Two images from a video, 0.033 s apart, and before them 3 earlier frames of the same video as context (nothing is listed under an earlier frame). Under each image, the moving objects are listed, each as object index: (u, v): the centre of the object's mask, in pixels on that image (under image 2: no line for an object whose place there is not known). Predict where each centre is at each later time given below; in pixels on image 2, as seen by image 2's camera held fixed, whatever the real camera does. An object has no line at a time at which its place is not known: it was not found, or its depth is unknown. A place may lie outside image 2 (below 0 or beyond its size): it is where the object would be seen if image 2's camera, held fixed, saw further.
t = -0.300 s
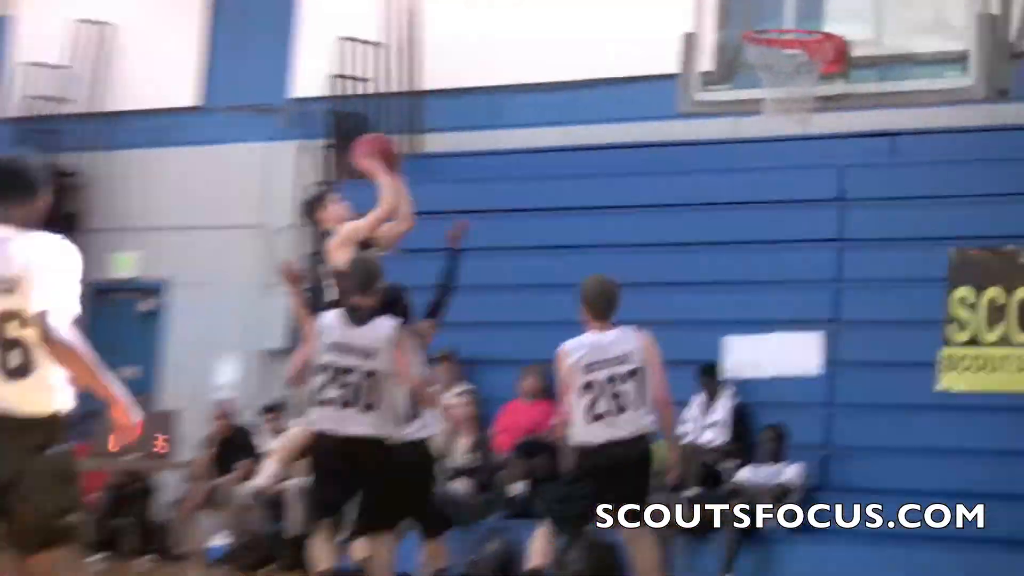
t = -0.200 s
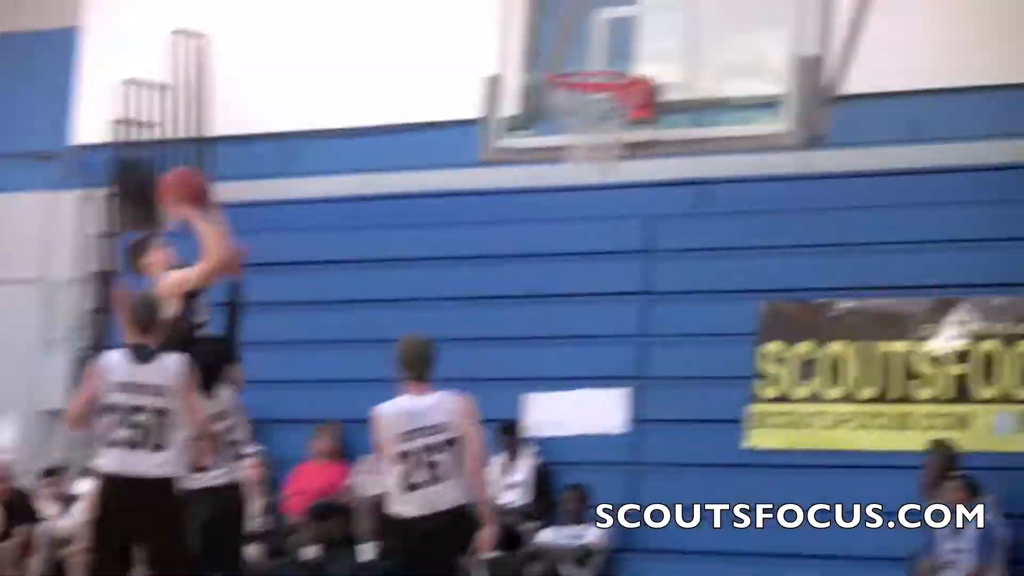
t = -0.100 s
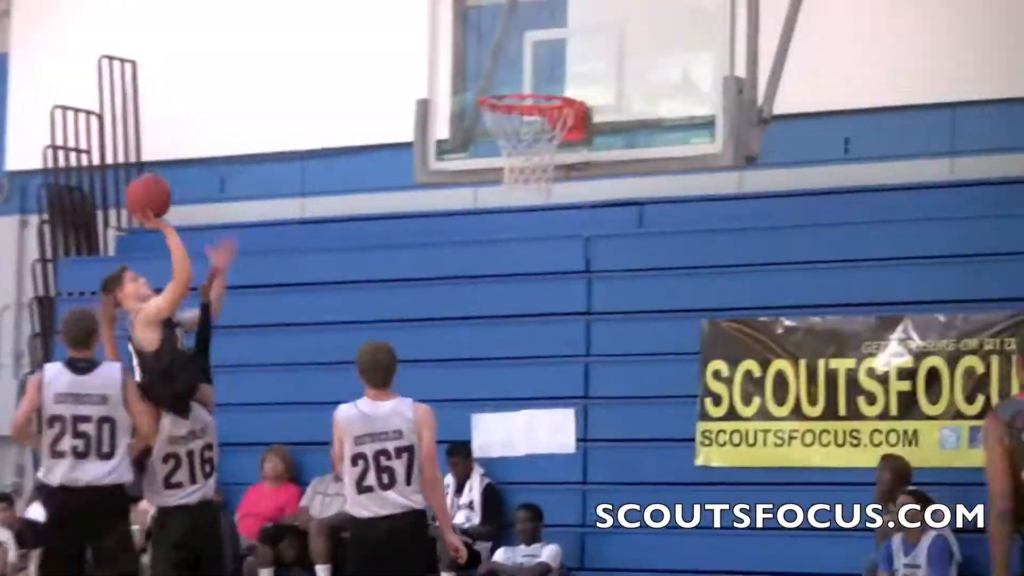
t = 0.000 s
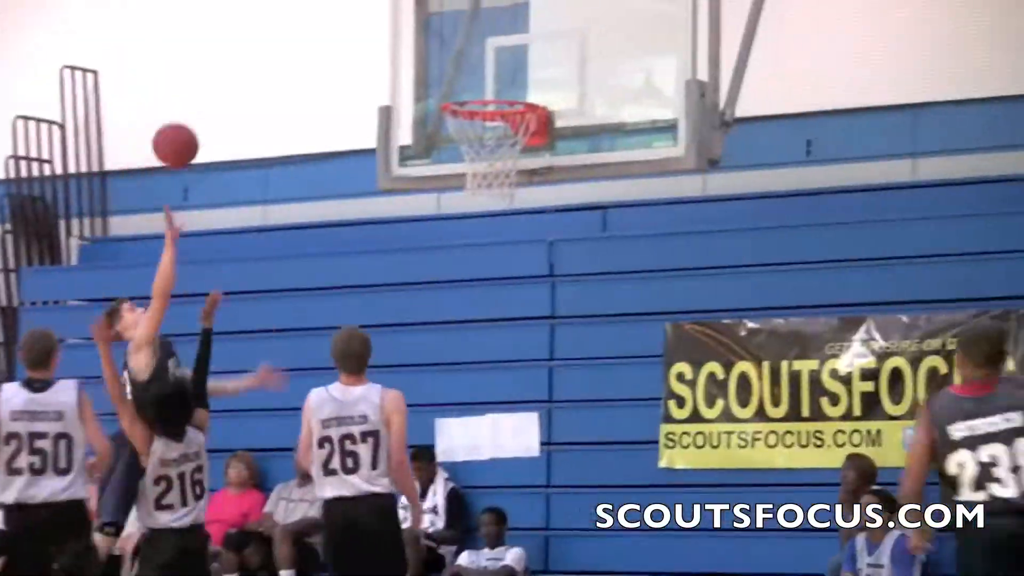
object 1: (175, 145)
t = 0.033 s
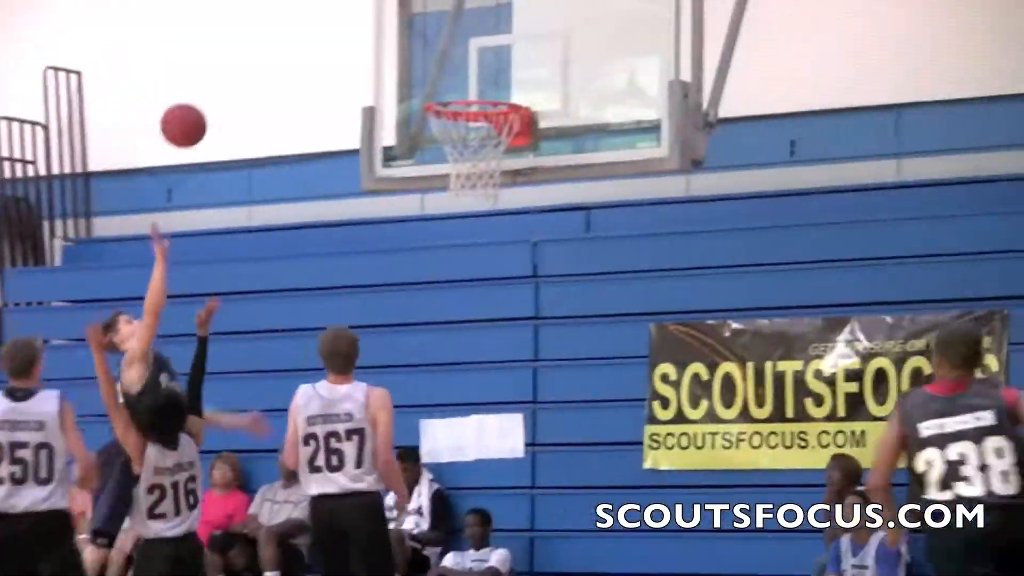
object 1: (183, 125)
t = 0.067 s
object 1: (208, 107)
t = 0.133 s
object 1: (259, 75)
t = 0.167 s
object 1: (283, 63)
